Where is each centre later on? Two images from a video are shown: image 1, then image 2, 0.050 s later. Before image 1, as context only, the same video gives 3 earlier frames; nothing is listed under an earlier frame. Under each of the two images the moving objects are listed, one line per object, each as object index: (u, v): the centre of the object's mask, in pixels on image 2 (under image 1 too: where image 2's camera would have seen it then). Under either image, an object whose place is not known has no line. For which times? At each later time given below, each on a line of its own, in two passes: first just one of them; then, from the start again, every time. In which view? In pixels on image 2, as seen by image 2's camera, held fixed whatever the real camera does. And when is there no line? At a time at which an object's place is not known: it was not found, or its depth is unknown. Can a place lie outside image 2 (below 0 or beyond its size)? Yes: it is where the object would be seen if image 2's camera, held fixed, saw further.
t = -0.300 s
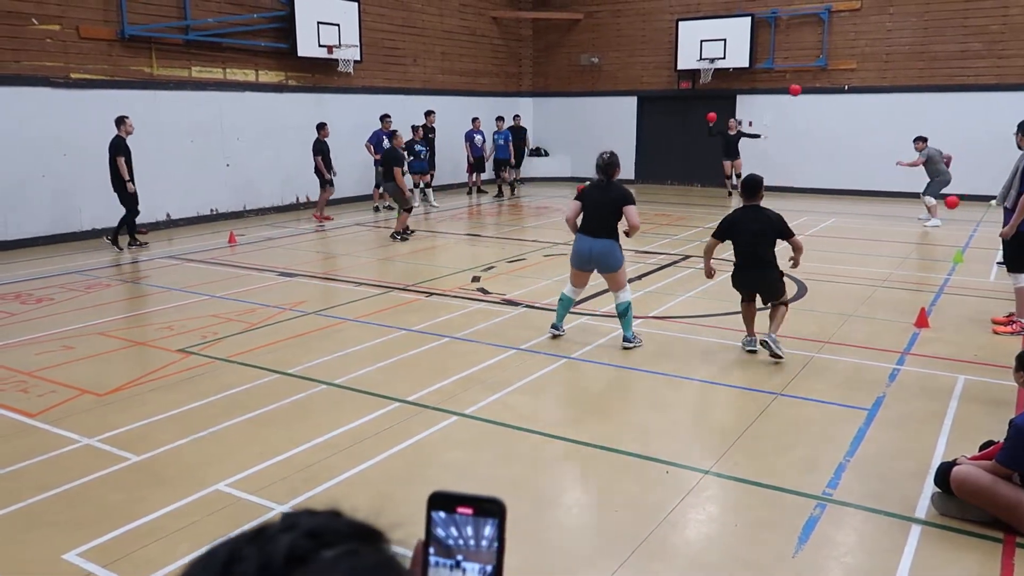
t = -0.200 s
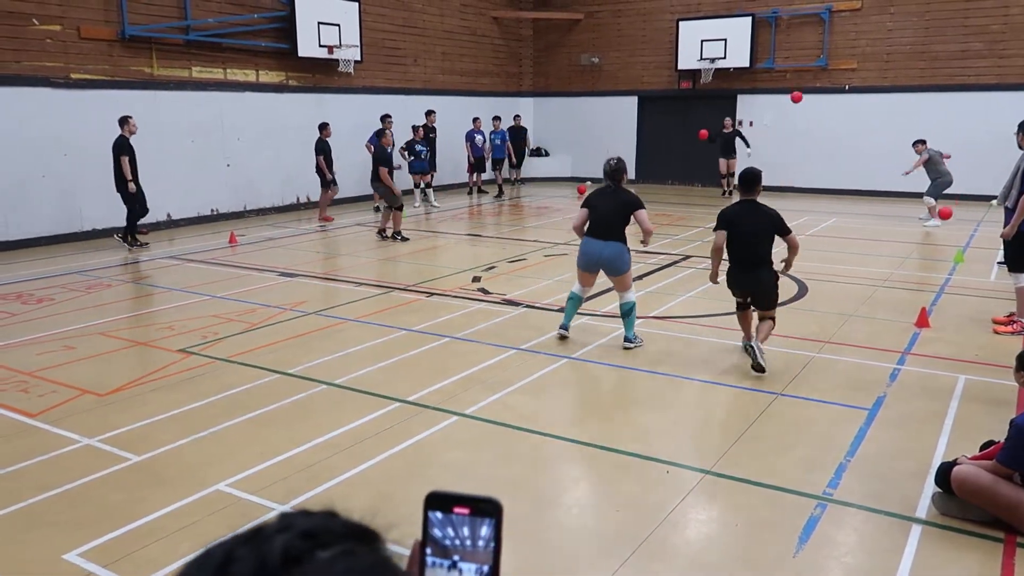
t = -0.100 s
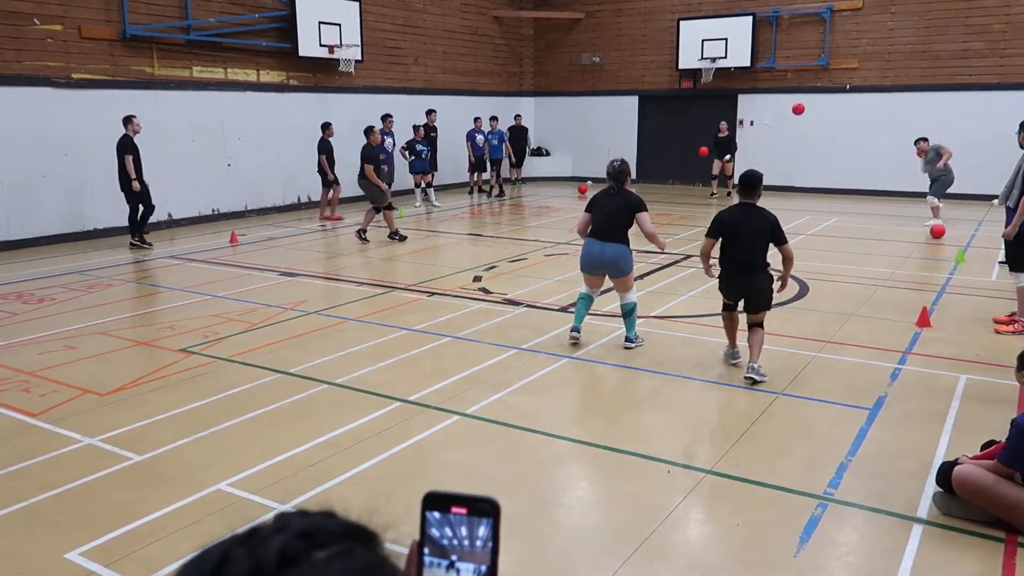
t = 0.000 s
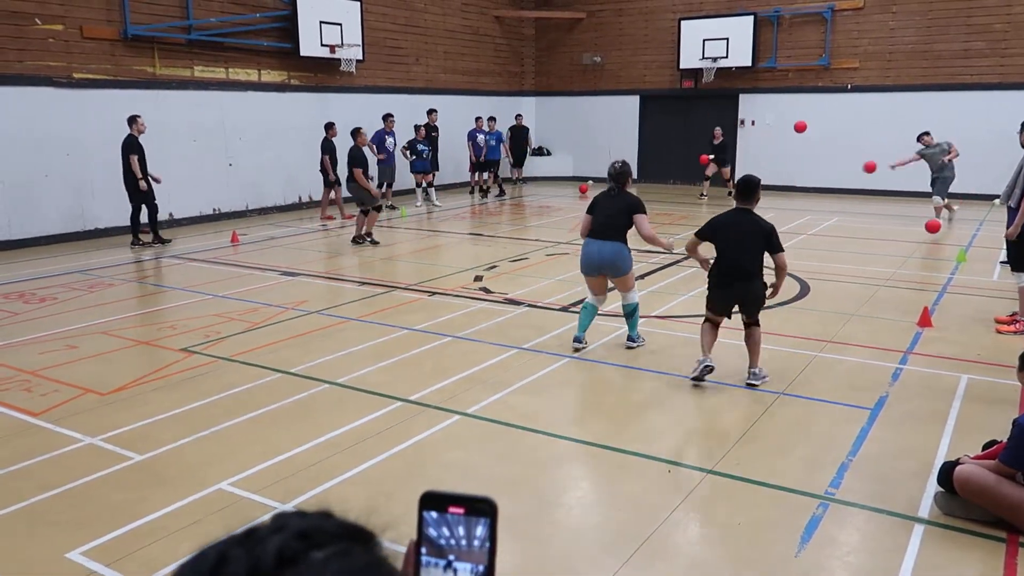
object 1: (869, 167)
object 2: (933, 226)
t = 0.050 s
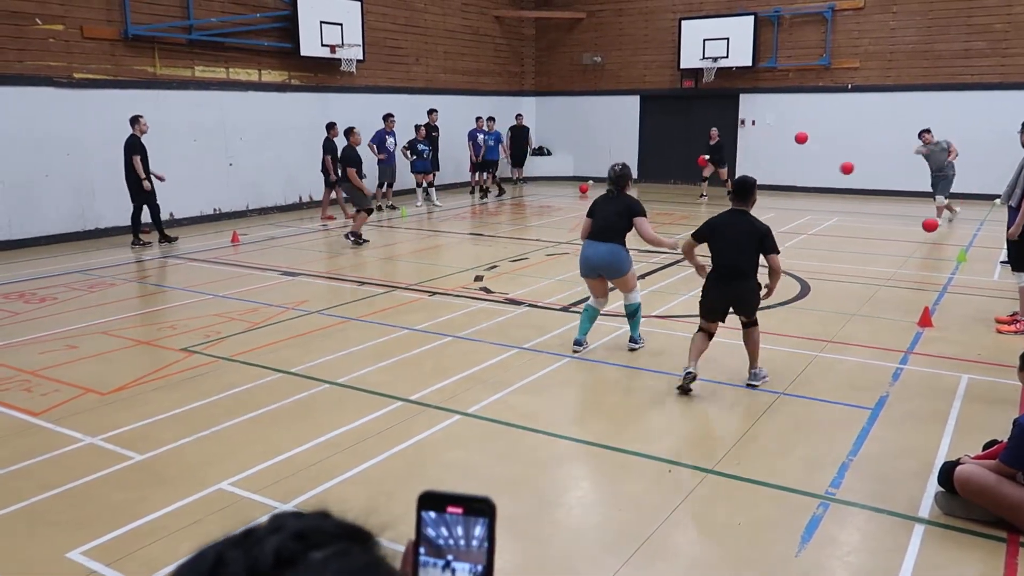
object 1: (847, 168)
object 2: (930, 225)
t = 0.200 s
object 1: (767, 174)
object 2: (918, 233)
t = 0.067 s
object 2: (928, 225)
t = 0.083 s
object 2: (927, 225)
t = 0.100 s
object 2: (926, 225)
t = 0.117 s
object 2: (925, 226)
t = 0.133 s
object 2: (924, 227)
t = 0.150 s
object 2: (922, 228)
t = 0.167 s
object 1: (786, 172)
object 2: (921, 229)
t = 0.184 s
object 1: (776, 173)
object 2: (920, 231)
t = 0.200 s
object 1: (767, 174)
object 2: (918, 233)
